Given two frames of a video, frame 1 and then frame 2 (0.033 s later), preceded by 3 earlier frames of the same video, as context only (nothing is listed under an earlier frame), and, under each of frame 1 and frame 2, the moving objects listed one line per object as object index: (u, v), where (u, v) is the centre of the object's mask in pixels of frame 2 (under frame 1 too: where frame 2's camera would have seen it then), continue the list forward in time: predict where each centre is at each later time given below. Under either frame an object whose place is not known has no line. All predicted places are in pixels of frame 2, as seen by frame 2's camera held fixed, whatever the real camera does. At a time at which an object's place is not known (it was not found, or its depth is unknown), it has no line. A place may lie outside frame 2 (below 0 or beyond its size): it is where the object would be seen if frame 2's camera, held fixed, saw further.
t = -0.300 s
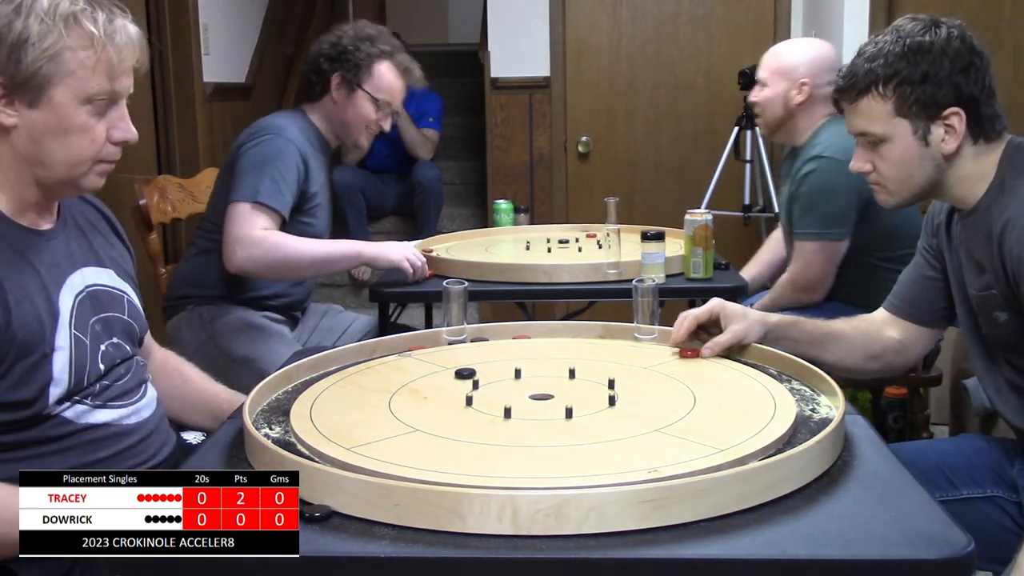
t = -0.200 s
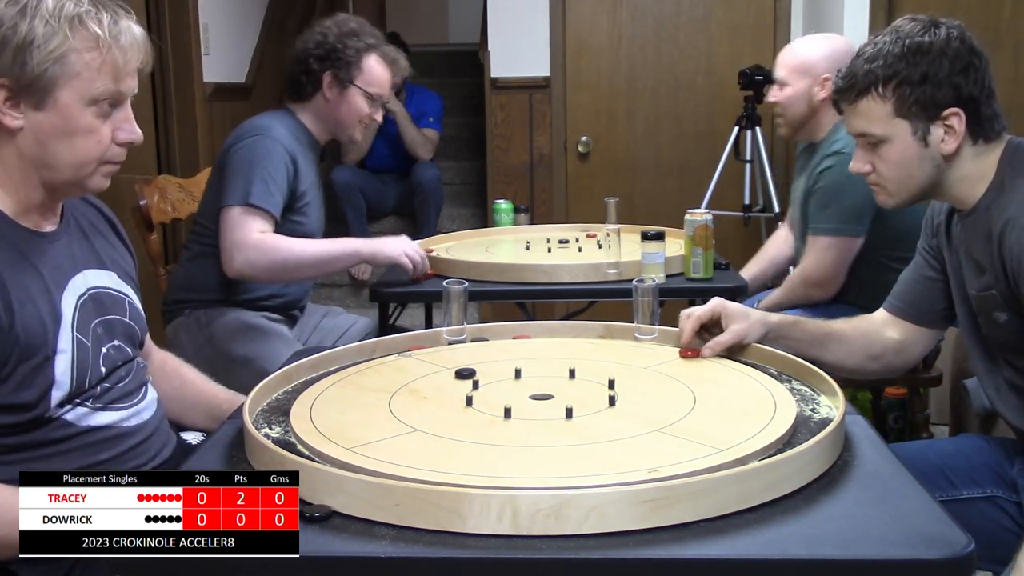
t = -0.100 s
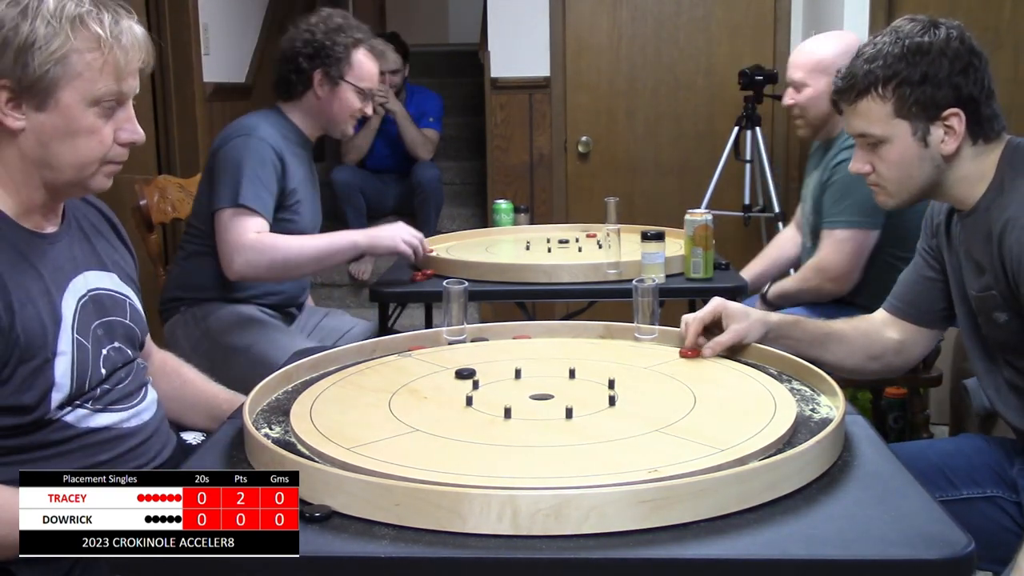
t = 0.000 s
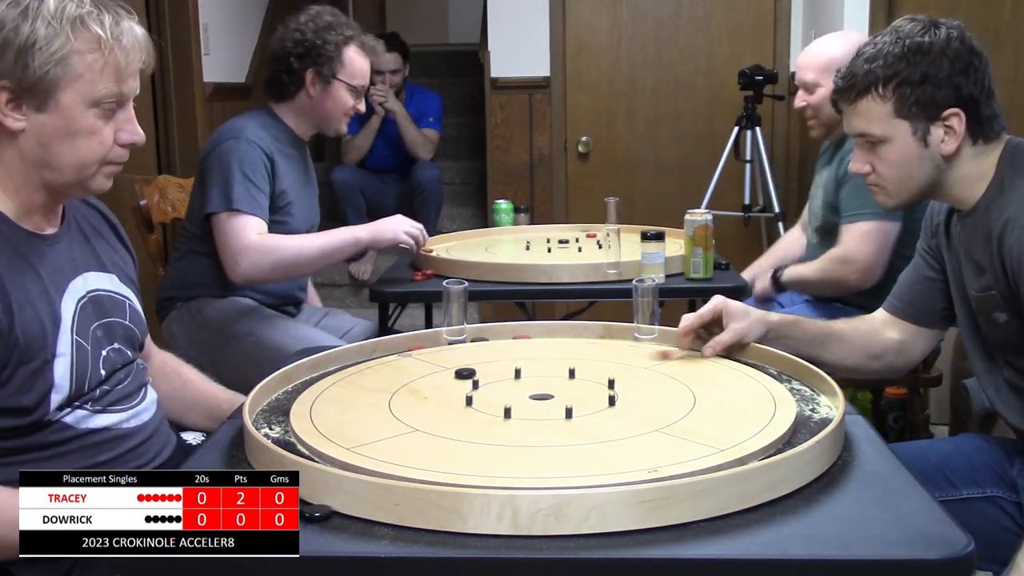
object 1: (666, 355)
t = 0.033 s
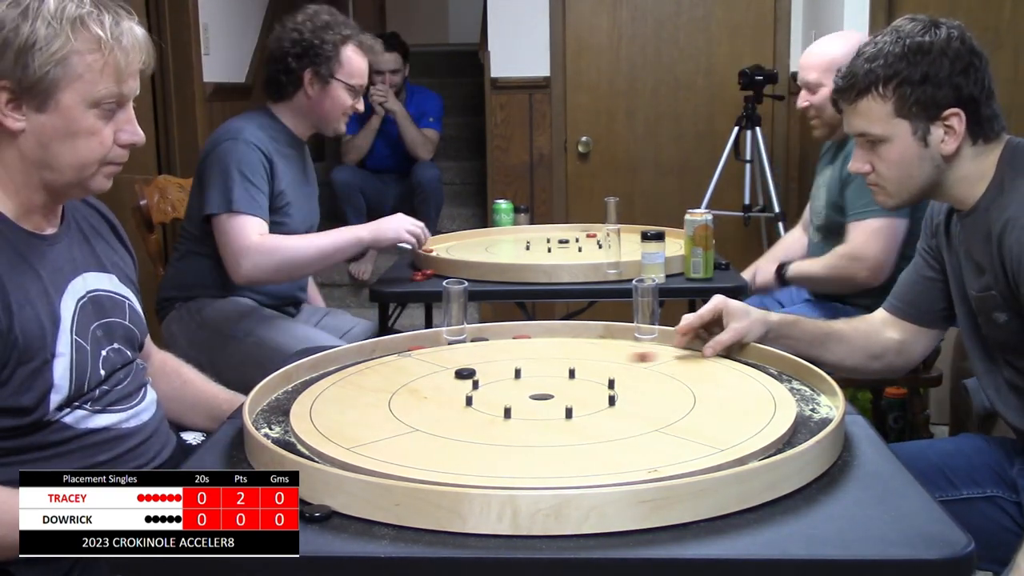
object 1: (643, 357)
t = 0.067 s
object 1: (622, 359)
